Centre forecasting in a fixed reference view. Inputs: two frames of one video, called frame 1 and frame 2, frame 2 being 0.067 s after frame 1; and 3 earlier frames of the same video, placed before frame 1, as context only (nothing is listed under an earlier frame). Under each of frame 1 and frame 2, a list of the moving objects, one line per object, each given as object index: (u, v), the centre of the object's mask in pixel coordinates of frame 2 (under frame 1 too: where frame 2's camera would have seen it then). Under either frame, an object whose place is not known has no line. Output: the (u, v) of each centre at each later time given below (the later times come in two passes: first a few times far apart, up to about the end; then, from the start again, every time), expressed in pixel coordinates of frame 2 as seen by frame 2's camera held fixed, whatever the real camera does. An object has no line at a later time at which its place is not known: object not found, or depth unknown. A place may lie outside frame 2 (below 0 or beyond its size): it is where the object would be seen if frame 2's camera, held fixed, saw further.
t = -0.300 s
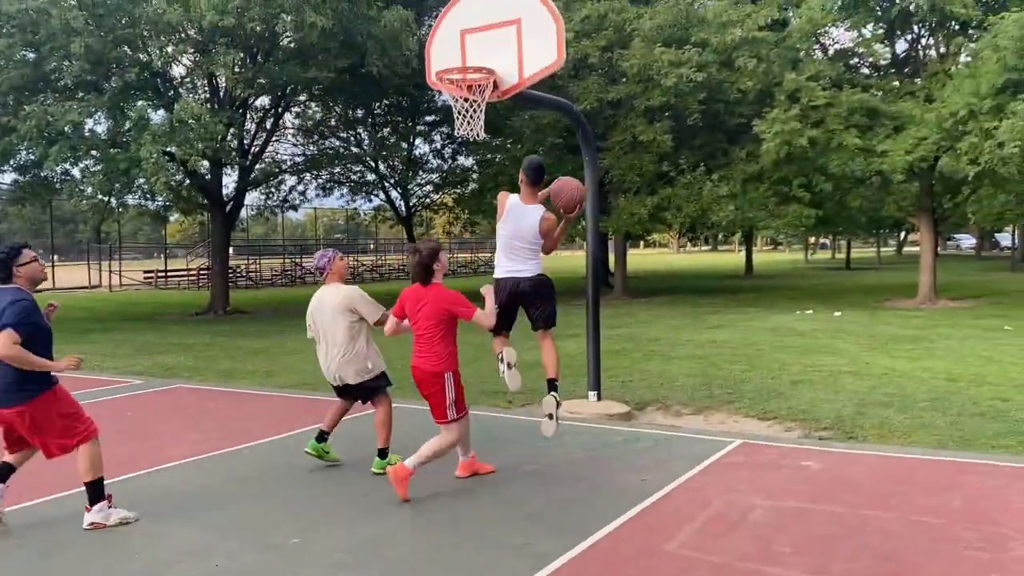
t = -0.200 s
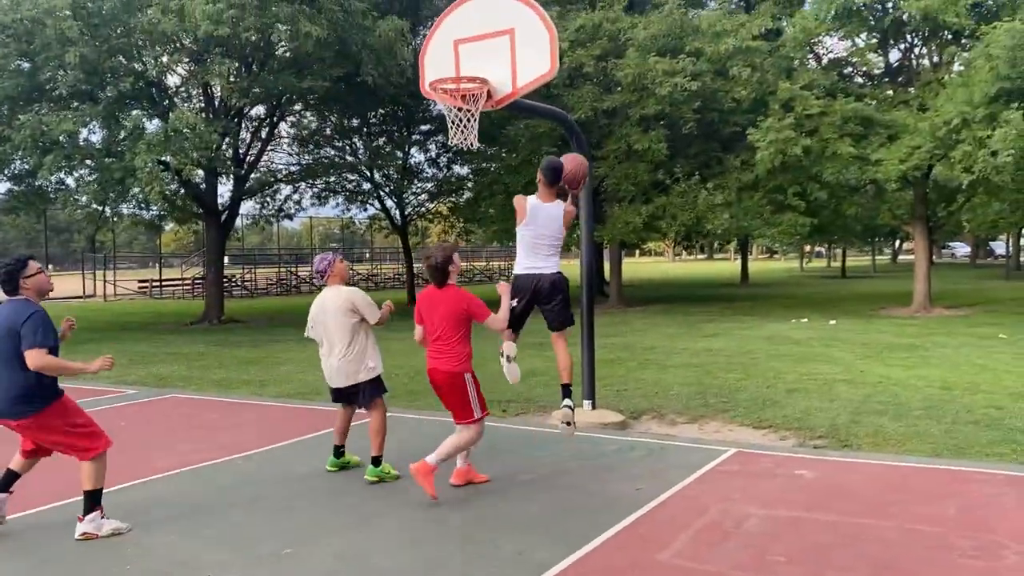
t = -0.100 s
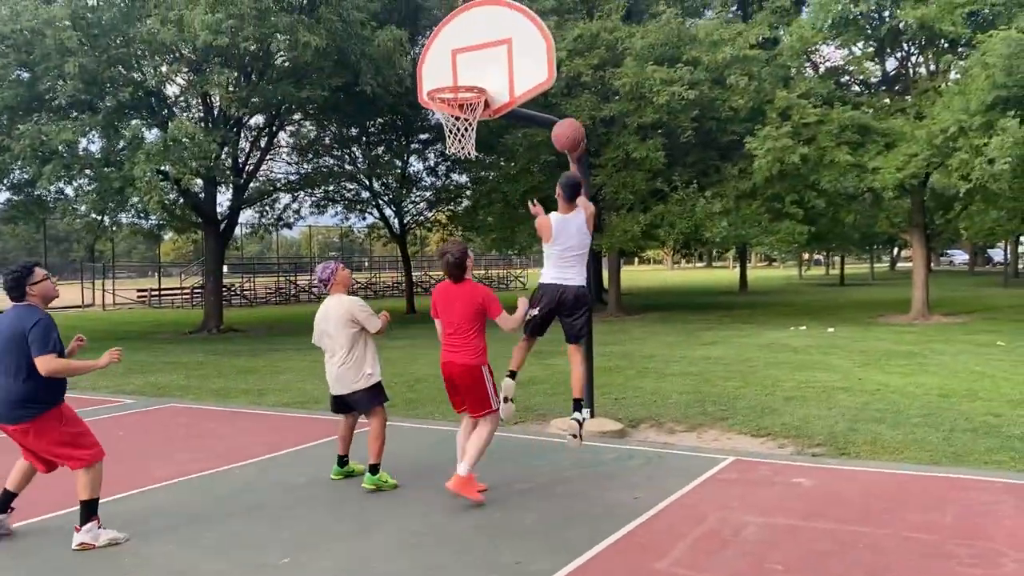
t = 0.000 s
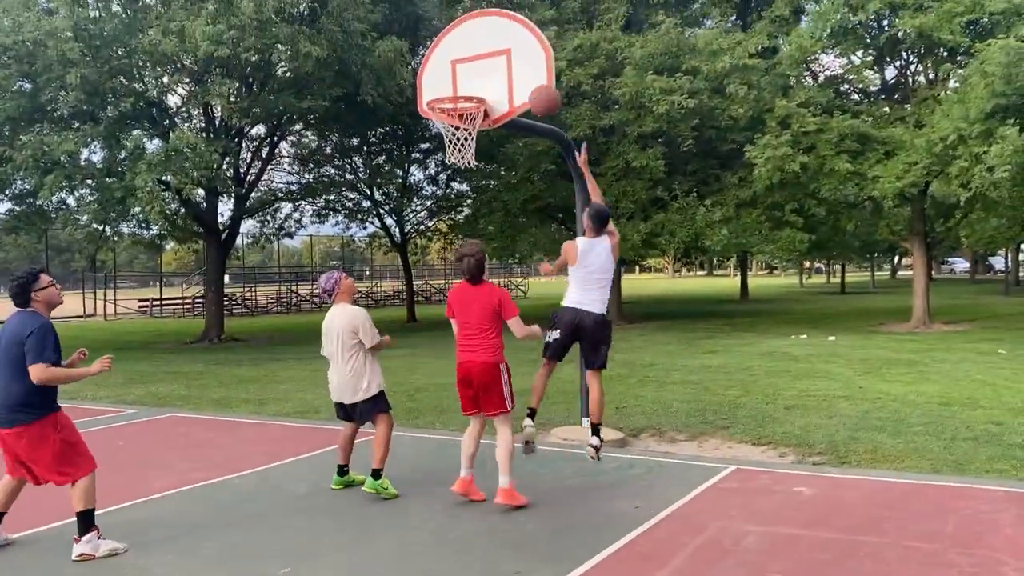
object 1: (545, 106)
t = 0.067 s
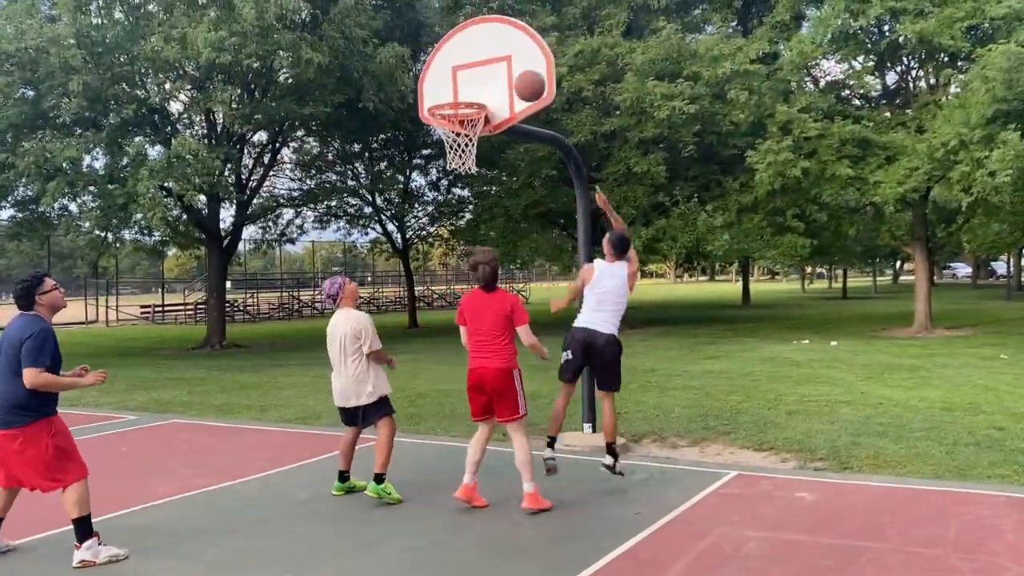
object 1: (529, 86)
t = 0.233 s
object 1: (494, 62)
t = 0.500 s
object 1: (444, 83)
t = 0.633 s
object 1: (416, 117)
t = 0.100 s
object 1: (522, 78)
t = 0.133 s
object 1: (515, 72)
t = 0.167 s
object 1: (508, 67)
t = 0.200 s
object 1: (501, 64)
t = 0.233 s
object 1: (494, 62)
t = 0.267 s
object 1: (487, 62)
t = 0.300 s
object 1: (481, 63)
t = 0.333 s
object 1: (475, 65)
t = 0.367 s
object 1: (470, 69)
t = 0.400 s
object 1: (463, 71)
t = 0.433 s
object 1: (457, 74)
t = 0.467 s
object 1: (450, 78)
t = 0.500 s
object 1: (444, 83)
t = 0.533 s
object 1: (437, 89)
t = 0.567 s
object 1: (429, 96)
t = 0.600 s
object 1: (421, 105)
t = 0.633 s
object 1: (416, 117)
